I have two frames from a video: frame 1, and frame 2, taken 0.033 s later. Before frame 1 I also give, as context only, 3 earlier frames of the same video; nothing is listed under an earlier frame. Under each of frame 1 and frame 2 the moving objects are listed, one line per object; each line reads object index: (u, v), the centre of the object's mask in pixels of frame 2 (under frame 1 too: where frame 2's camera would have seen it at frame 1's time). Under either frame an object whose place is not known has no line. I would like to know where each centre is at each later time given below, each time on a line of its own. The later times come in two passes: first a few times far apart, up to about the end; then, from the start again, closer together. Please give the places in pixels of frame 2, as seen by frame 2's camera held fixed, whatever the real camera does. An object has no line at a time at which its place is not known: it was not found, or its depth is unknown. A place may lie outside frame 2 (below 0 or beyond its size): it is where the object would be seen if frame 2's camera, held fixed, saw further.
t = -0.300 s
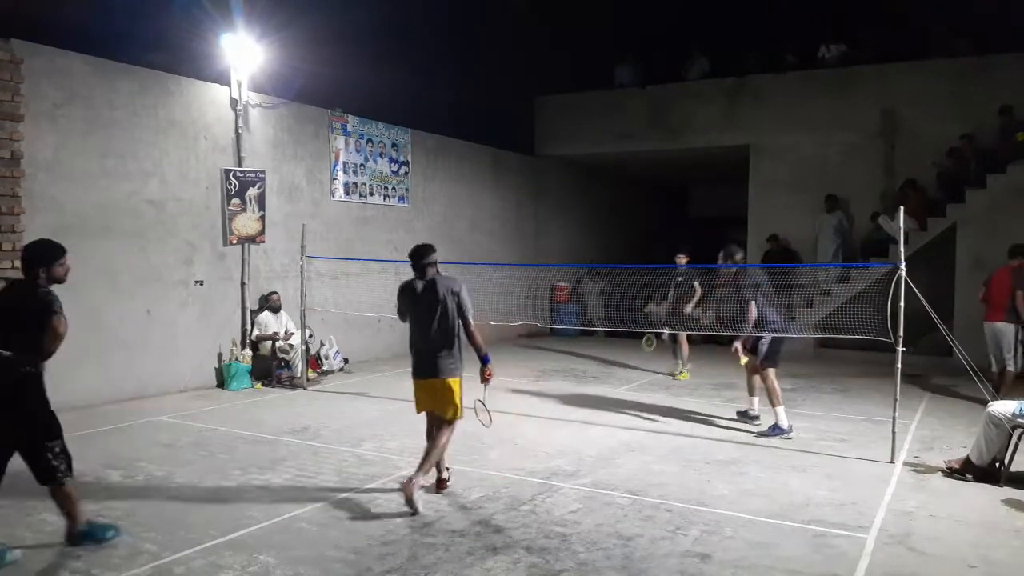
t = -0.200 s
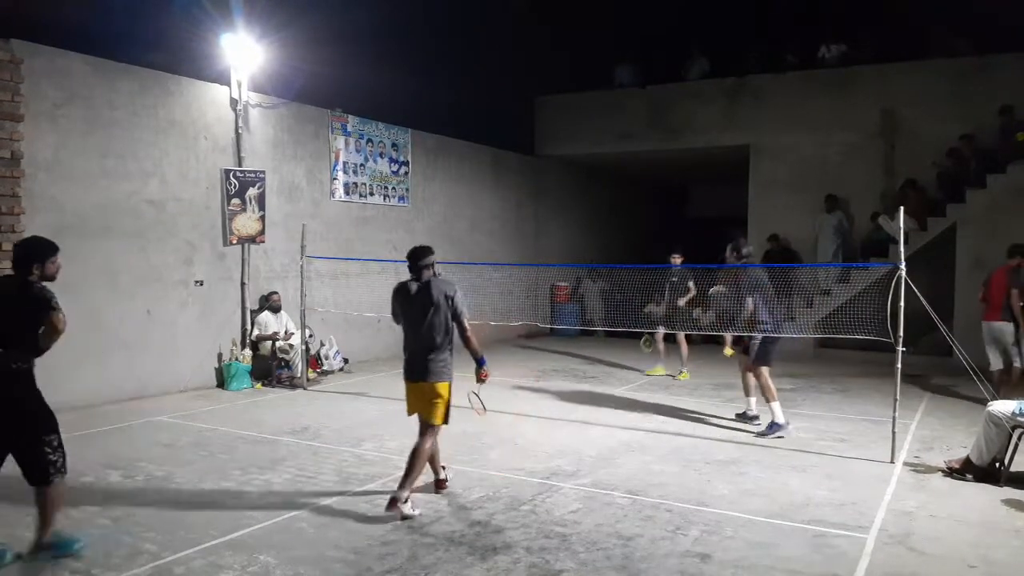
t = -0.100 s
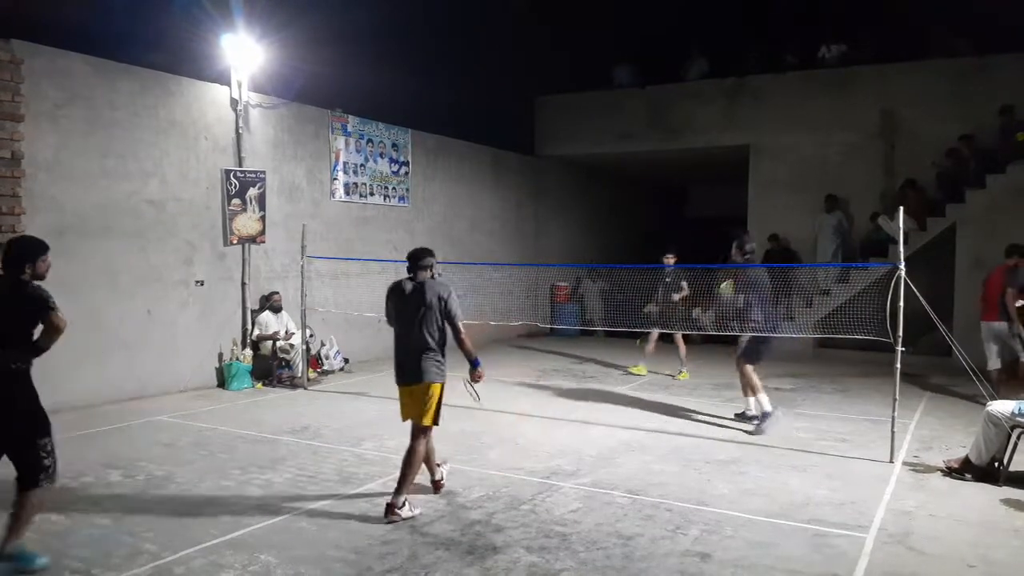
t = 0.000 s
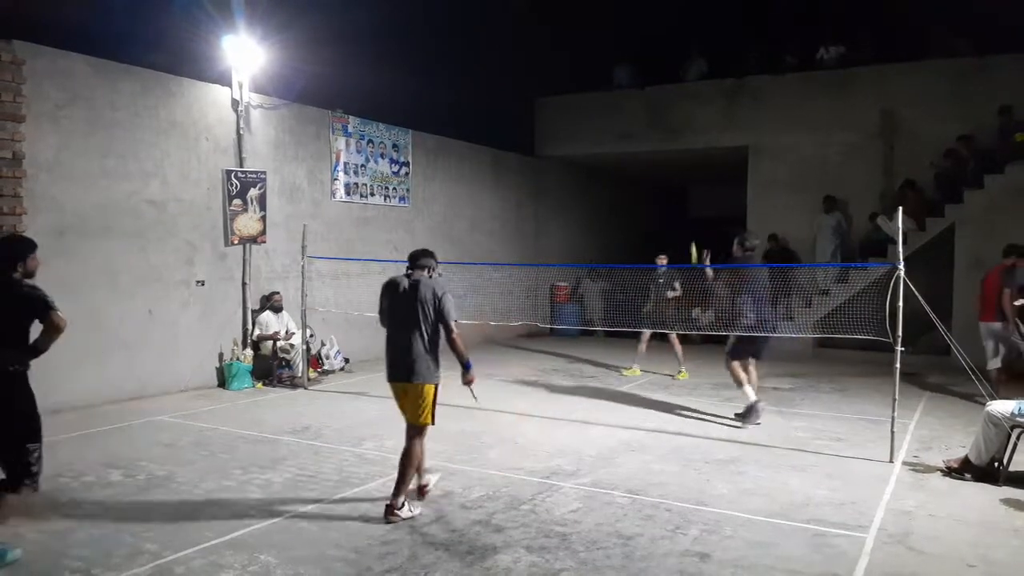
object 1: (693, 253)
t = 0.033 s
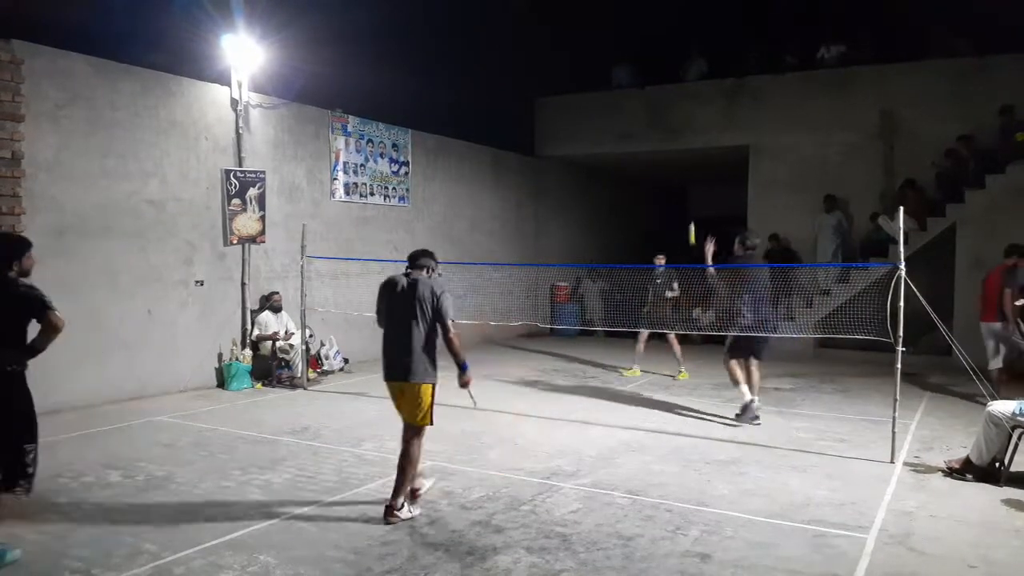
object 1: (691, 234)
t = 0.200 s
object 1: (685, 157)
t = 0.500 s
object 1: (673, 109)
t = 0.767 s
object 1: (661, 132)
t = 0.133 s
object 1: (688, 182)
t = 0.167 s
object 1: (687, 169)
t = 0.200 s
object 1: (685, 157)
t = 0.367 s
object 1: (678, 119)
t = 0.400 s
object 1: (677, 115)
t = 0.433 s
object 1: (676, 112)
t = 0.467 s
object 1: (674, 110)
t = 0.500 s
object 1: (673, 109)
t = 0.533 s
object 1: (671, 109)
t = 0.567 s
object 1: (670, 110)
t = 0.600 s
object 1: (668, 111)
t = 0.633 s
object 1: (667, 113)
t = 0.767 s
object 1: (661, 132)
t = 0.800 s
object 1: (659, 139)
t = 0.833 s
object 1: (658, 146)
